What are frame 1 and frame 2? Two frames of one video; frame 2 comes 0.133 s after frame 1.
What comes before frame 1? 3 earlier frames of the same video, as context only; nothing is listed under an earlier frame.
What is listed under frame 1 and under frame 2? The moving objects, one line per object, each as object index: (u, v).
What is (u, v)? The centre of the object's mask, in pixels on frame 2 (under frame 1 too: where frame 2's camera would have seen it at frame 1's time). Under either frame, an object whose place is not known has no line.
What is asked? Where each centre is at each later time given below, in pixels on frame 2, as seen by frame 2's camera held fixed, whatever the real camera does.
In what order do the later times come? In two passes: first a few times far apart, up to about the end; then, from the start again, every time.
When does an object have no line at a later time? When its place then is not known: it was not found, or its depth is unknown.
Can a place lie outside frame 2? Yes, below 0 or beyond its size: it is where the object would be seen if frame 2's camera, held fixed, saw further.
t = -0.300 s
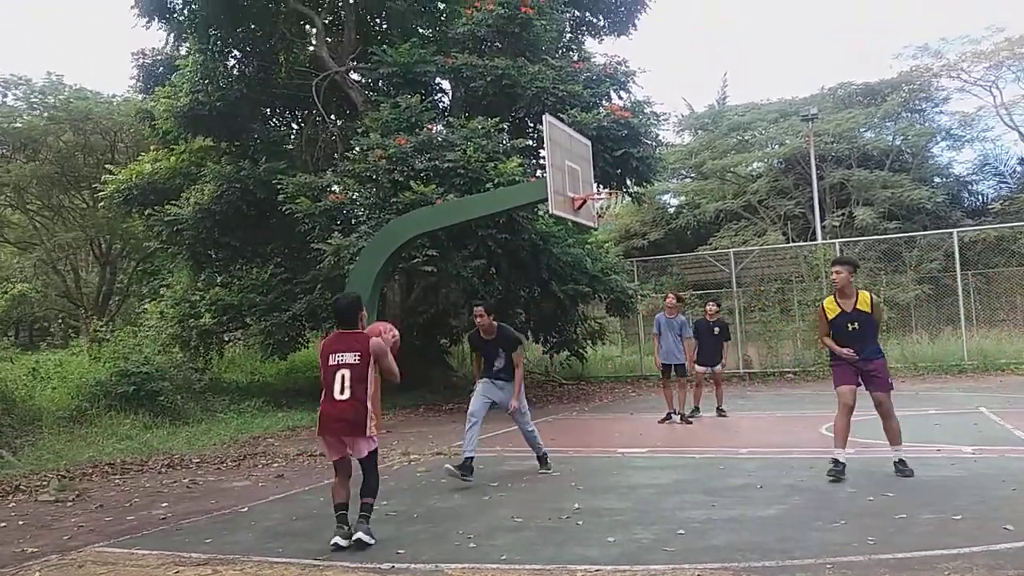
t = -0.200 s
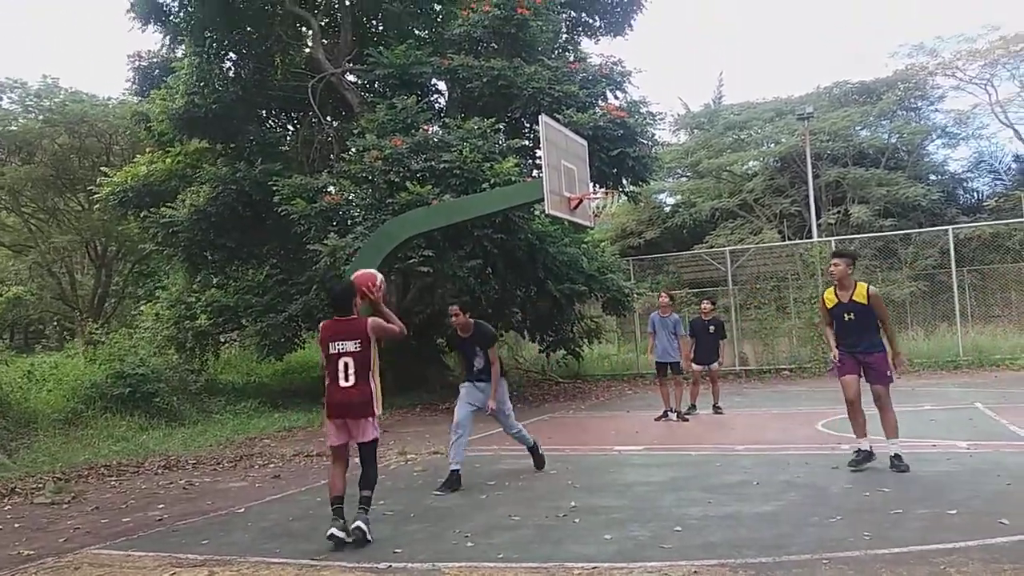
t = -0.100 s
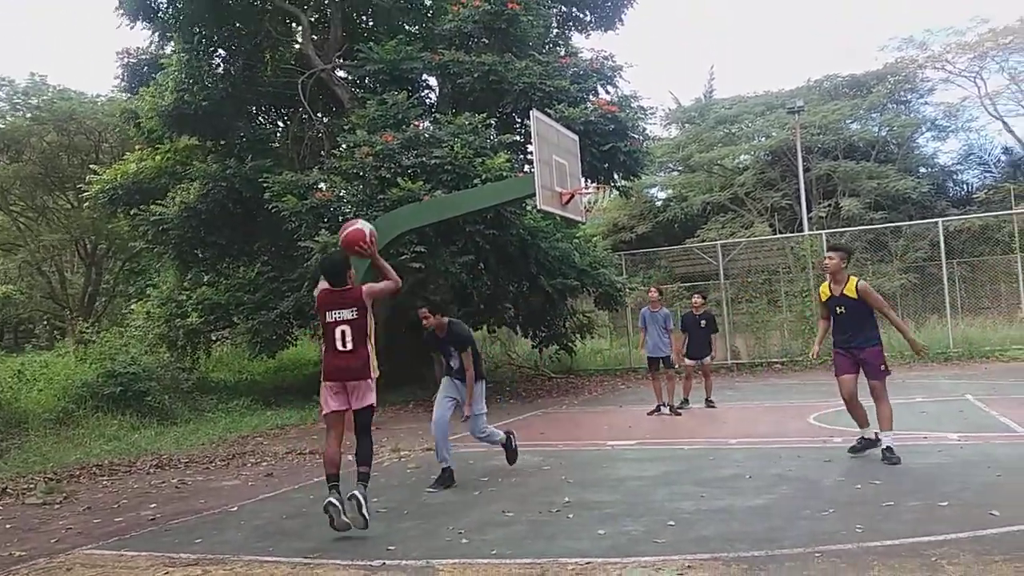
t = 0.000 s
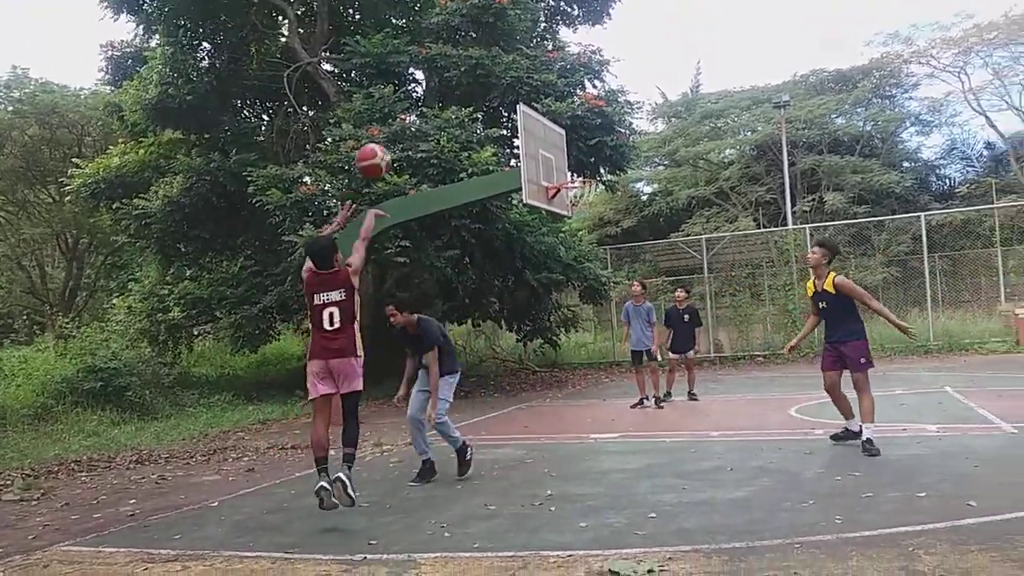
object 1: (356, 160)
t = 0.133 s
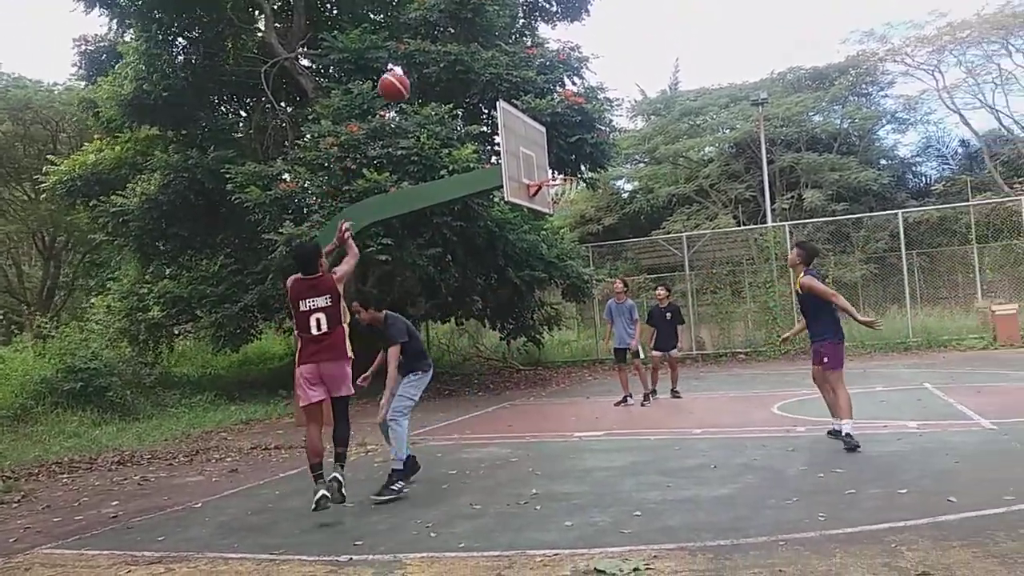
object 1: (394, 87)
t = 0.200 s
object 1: (411, 65)
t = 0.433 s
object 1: (464, 36)
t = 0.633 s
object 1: (501, 58)
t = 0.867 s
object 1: (538, 118)
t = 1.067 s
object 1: (560, 172)
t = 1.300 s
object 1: (557, 165)
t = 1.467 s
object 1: (555, 187)
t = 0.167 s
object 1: (402, 75)
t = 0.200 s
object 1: (411, 65)
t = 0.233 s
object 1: (419, 57)
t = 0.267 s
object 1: (428, 50)
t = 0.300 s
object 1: (436, 46)
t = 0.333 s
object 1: (443, 39)
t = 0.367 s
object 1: (450, 38)
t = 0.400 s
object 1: (458, 36)
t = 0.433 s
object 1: (464, 36)
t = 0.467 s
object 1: (470, 37)
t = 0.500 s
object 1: (478, 39)
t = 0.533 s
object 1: (483, 42)
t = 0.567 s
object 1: (489, 47)
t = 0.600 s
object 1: (495, 53)
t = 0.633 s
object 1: (501, 58)
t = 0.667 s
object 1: (508, 64)
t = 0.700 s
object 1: (513, 72)
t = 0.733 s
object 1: (517, 81)
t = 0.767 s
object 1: (523, 89)
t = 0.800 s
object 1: (528, 100)
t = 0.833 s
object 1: (534, 107)
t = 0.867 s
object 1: (538, 118)
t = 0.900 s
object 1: (543, 129)
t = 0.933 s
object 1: (549, 142)
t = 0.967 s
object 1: (553, 153)
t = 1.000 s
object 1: (557, 166)
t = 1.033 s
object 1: (561, 177)
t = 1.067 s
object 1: (560, 172)
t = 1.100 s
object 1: (560, 169)
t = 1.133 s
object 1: (559, 166)
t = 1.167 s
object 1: (558, 165)
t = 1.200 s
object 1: (557, 164)
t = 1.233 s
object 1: (557, 164)
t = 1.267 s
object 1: (557, 164)
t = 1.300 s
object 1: (557, 165)
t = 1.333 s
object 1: (556, 168)
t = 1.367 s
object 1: (556, 171)
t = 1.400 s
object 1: (555, 176)
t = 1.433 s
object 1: (555, 181)
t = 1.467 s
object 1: (555, 187)
